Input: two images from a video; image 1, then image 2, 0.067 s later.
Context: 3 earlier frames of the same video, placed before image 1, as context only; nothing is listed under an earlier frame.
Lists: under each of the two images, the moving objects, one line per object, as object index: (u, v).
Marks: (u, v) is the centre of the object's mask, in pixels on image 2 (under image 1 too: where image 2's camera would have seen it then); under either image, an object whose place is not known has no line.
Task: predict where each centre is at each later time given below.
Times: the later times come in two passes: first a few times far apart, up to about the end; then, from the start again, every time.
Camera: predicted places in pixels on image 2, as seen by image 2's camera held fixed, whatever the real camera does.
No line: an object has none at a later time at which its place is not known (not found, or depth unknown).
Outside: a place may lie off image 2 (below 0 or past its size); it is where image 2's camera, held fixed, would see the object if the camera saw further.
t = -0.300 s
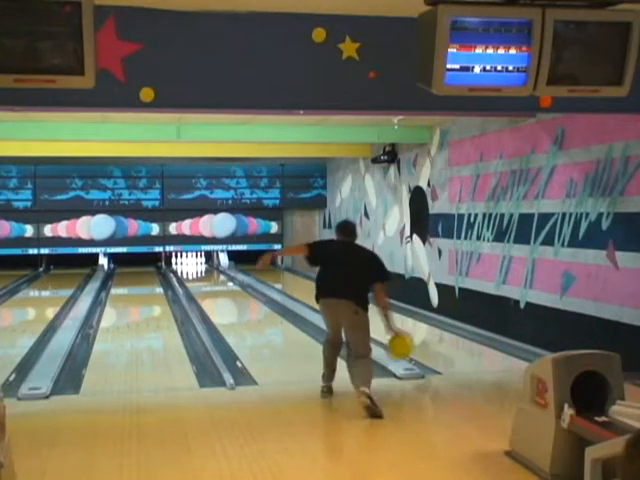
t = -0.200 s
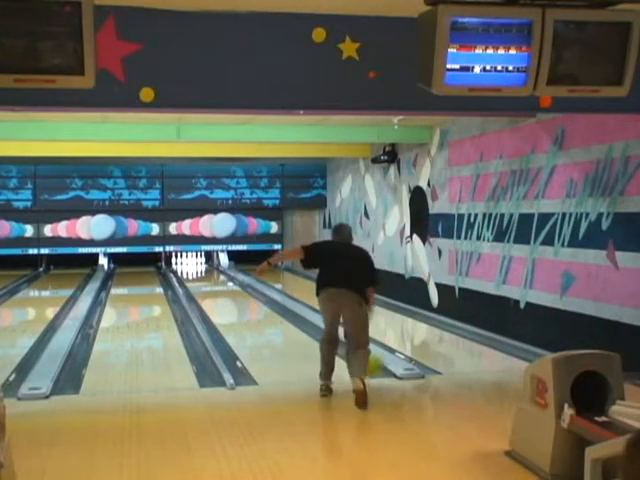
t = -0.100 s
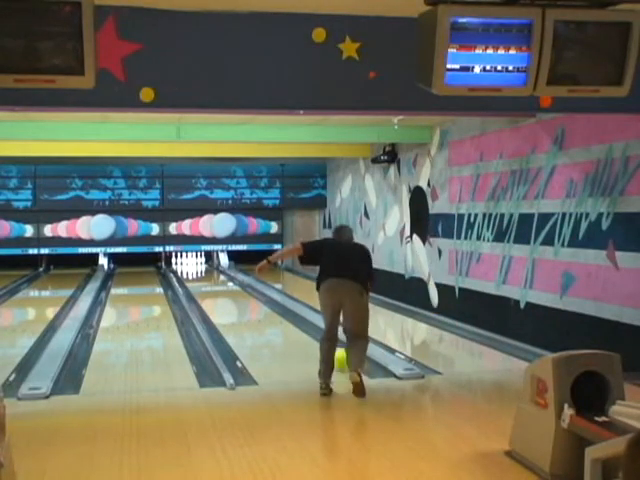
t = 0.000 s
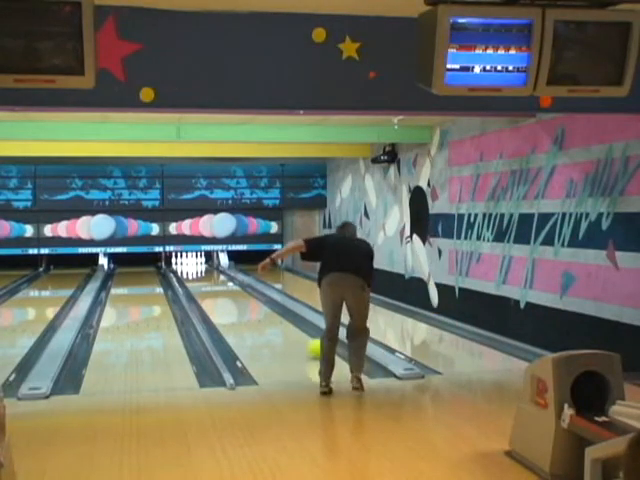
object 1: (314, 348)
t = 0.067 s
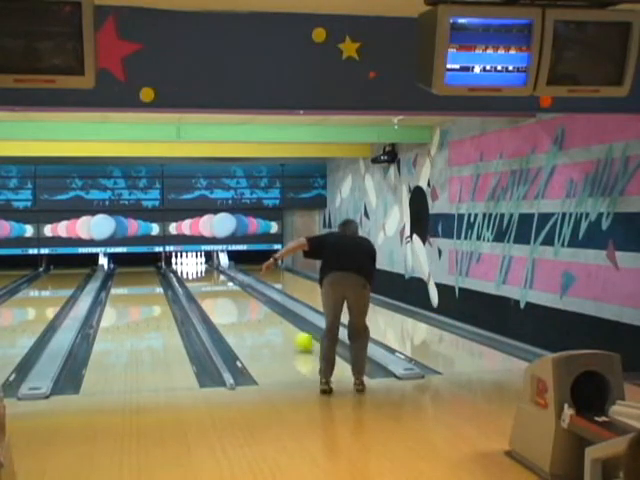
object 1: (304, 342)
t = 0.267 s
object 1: (270, 325)
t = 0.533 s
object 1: (237, 309)
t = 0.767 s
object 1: (214, 299)
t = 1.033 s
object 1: (195, 289)
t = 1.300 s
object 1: (182, 284)
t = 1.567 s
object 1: (178, 278)
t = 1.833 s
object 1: (176, 274)
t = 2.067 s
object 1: (173, 270)
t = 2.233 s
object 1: (172, 269)
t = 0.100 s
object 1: (297, 338)
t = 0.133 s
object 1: (292, 336)
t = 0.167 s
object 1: (287, 333)
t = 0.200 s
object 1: (280, 330)
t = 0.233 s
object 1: (275, 327)
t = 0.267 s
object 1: (270, 325)
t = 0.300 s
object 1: (265, 323)
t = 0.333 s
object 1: (262, 320)
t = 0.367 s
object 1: (256, 319)
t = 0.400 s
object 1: (251, 317)
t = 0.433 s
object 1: (248, 315)
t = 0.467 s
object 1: (244, 313)
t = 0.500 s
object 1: (241, 311)
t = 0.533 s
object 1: (237, 309)
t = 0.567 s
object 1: (234, 308)
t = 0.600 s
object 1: (230, 306)
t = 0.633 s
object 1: (227, 304)
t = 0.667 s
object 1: (223, 303)
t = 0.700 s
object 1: (220, 302)
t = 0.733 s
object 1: (218, 300)
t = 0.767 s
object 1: (214, 299)
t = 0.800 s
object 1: (212, 297)
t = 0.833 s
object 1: (209, 296)
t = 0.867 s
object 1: (206, 295)
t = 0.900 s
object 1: (204, 293)
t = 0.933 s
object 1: (202, 292)
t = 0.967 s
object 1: (200, 291)
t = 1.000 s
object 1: (197, 289)
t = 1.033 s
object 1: (195, 289)
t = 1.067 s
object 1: (194, 288)
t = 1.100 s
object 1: (191, 286)
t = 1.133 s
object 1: (189, 286)
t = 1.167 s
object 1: (186, 285)
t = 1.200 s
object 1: (185, 285)
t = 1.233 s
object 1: (183, 285)
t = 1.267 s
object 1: (182, 285)
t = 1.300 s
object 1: (182, 284)
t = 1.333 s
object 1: (182, 283)
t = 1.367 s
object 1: (182, 282)
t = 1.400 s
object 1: (181, 282)
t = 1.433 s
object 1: (180, 281)
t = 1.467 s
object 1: (179, 280)
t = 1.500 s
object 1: (179, 280)
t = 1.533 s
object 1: (179, 279)
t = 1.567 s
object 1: (178, 278)
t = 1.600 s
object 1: (178, 277)
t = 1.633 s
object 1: (177, 277)
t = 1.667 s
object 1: (177, 276)
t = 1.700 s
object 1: (177, 276)
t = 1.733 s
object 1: (176, 275)
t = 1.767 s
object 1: (176, 275)
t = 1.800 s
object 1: (176, 274)
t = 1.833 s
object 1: (176, 274)
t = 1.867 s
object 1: (176, 274)
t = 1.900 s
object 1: (174, 272)
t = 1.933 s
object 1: (174, 272)
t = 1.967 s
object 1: (174, 272)
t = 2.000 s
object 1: (174, 271)
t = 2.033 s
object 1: (174, 271)
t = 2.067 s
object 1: (173, 270)
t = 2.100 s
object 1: (173, 270)
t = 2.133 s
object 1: (173, 269)
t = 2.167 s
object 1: (172, 269)
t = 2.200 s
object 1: (172, 268)
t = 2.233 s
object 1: (172, 269)
